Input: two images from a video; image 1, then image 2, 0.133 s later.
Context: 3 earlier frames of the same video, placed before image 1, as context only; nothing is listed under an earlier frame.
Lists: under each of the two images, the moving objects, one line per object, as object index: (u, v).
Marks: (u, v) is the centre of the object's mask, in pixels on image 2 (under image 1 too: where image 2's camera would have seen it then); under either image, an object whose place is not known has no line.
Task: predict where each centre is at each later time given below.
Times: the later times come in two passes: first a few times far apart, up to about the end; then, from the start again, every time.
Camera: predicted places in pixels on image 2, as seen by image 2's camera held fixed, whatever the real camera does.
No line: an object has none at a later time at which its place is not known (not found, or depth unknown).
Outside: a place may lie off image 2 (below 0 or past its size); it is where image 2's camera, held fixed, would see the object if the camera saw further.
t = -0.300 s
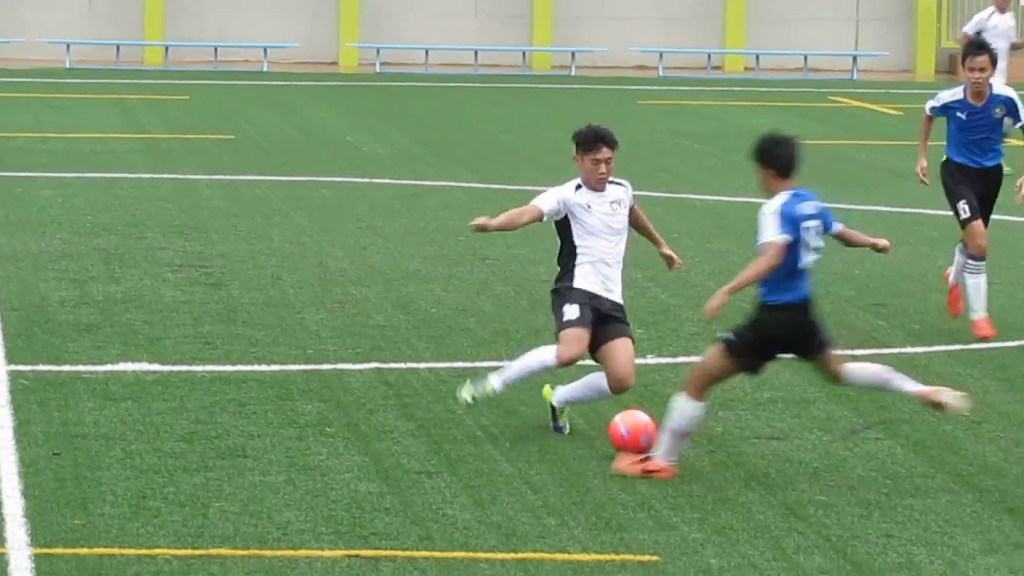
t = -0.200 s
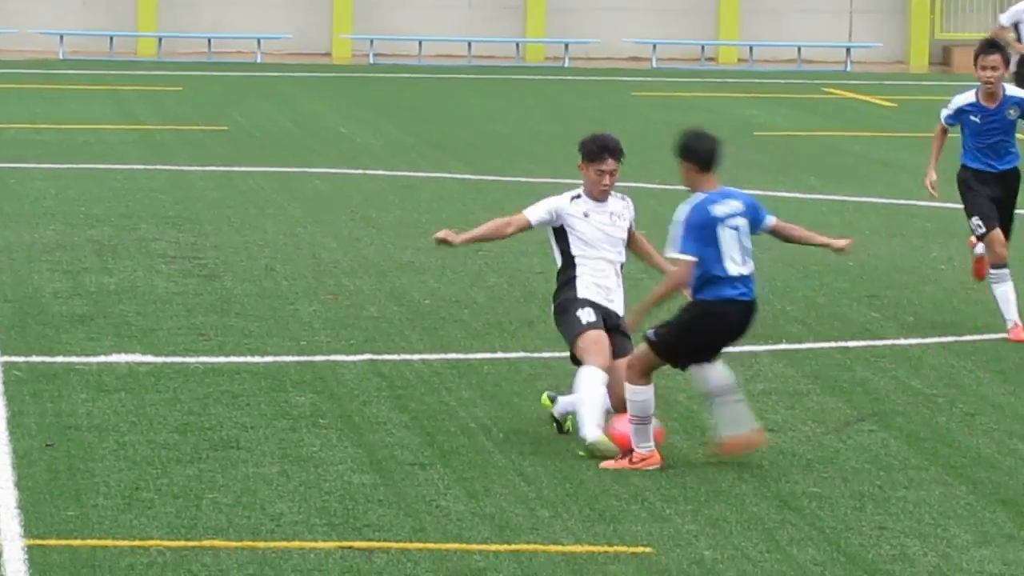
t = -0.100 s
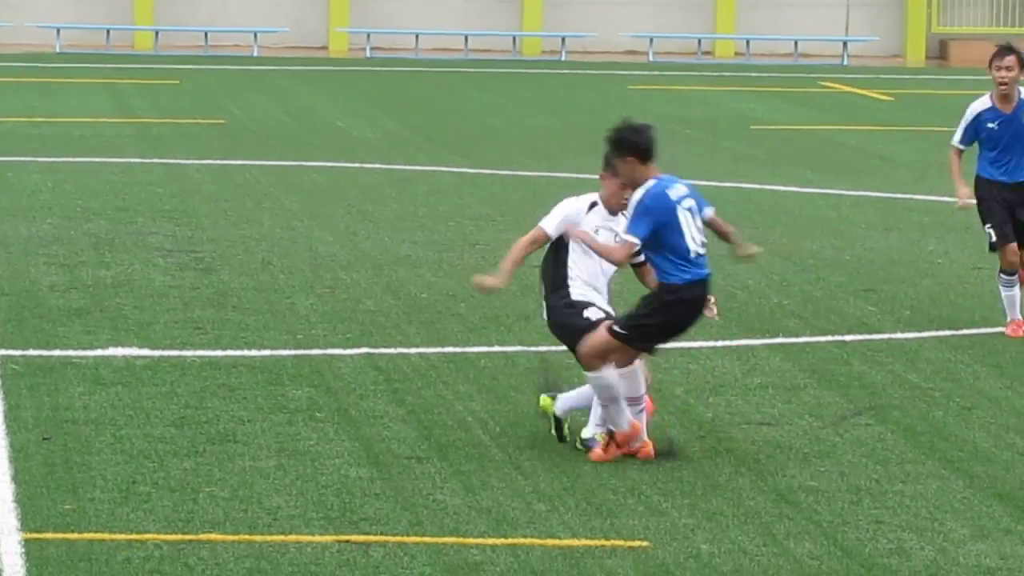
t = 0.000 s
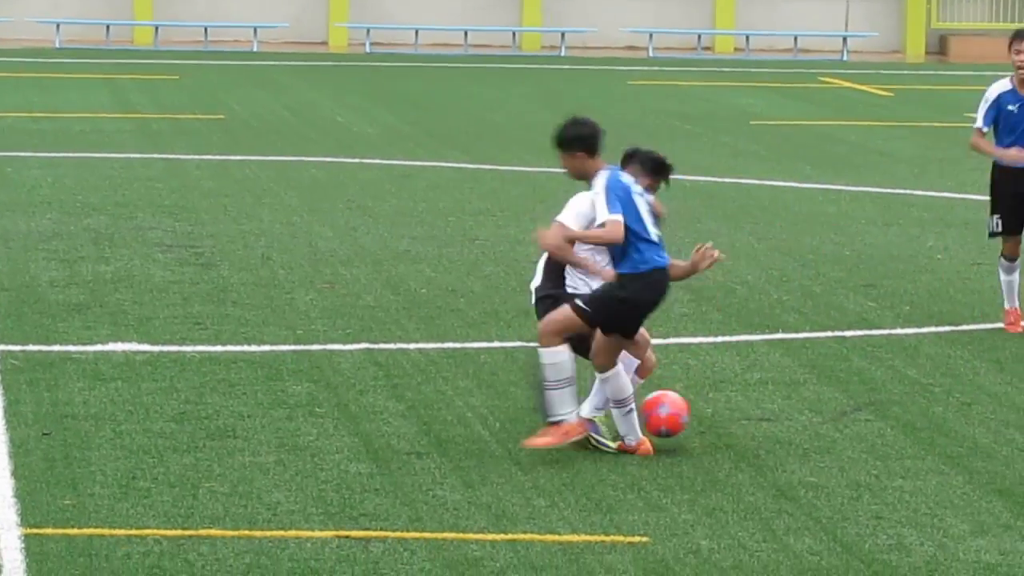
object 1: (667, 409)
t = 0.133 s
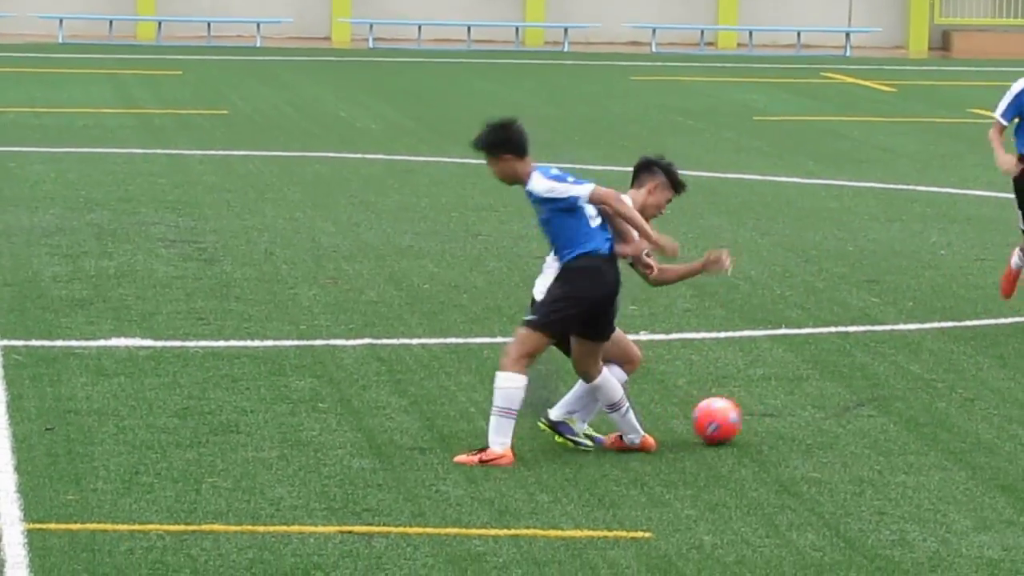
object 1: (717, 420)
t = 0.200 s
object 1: (742, 416)
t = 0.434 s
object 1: (827, 419)
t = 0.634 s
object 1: (896, 419)
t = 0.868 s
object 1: (971, 416)
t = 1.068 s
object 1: (1031, 413)
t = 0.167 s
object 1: (729, 416)
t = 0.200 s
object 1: (742, 416)
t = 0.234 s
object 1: (754, 418)
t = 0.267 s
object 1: (767, 420)
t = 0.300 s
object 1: (780, 419)
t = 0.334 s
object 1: (791, 419)
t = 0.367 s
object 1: (803, 420)
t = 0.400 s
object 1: (815, 419)
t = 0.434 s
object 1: (827, 419)
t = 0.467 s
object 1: (839, 419)
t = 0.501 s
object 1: (850, 419)
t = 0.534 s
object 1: (862, 419)
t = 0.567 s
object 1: (874, 419)
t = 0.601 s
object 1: (885, 419)
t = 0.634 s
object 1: (896, 419)
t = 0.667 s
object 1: (907, 418)
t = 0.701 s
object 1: (918, 418)
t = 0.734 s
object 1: (929, 417)
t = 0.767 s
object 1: (939, 417)
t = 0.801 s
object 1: (950, 417)
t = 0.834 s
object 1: (961, 417)
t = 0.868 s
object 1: (971, 416)
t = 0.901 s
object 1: (981, 416)
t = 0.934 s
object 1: (991, 415)
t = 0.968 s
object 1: (1001, 415)
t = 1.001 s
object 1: (1011, 415)
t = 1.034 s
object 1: (1021, 414)
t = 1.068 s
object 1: (1031, 413)
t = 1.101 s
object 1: (1041, 413)
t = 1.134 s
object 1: (1051, 412)
